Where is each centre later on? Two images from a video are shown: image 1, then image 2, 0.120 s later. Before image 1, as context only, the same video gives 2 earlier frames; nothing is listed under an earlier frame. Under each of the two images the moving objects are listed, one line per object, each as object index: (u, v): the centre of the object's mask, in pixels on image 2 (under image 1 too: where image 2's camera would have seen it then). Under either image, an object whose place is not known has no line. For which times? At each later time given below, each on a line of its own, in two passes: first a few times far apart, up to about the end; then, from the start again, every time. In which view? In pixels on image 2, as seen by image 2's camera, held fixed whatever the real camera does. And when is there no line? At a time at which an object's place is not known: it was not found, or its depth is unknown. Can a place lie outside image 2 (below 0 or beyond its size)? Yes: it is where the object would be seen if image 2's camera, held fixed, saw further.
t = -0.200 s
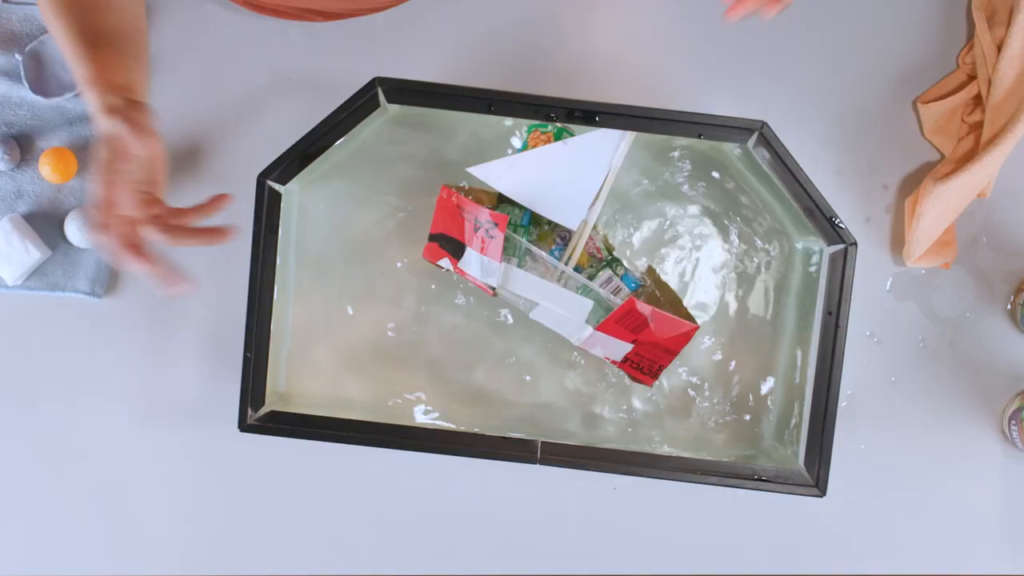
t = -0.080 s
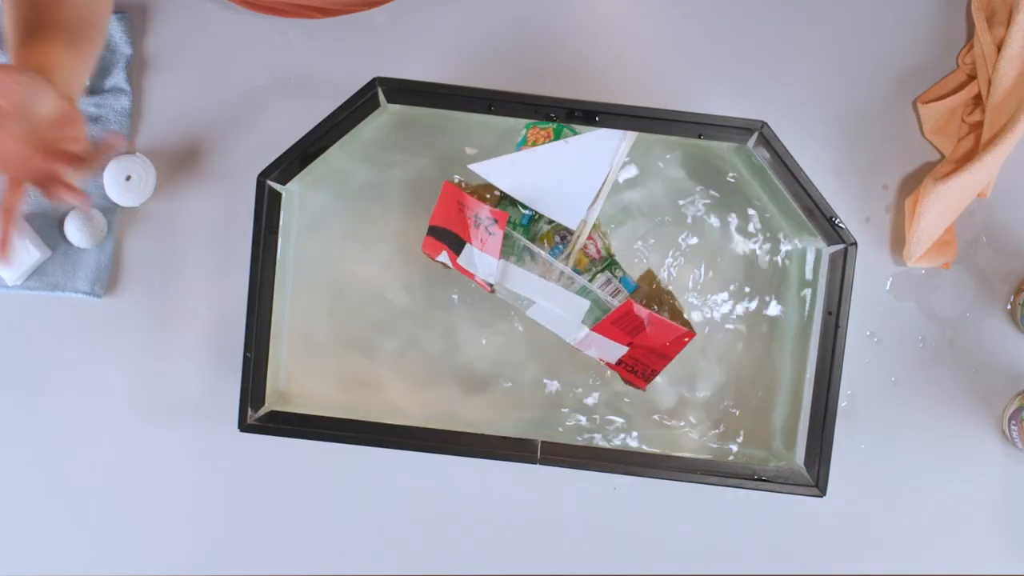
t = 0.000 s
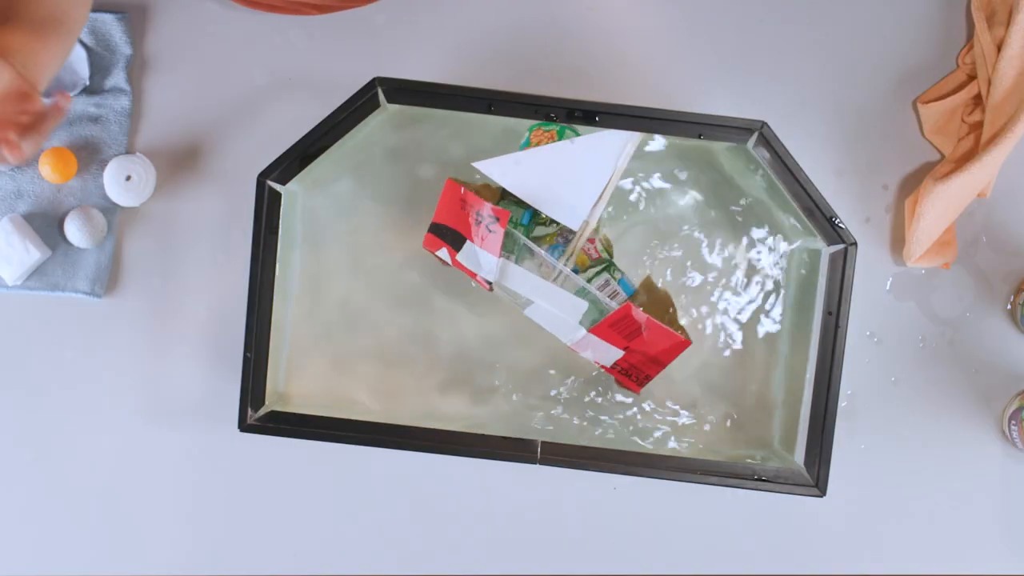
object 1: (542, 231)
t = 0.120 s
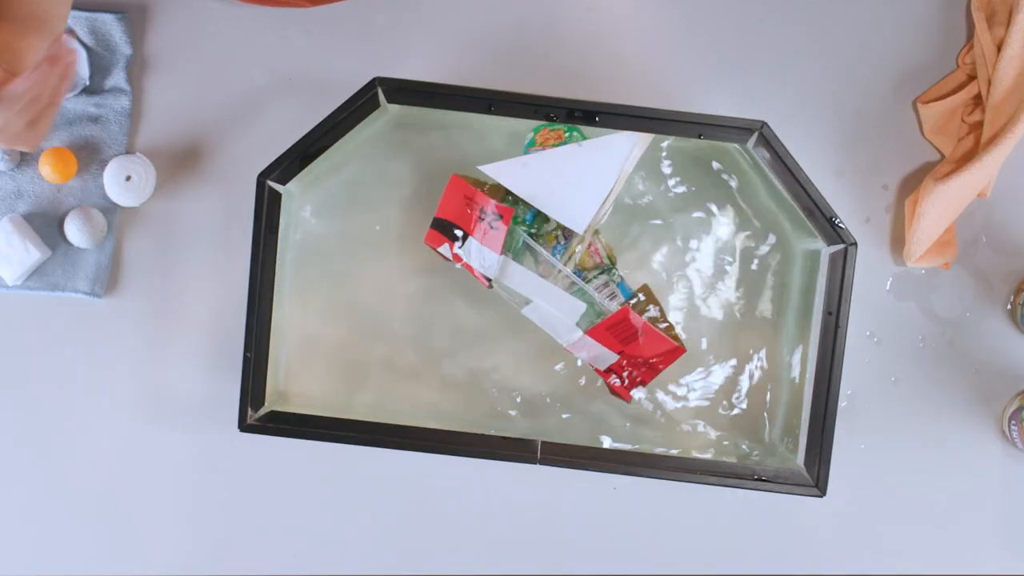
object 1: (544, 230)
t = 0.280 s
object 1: (546, 230)
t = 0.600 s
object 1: (546, 235)
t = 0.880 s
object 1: (539, 237)
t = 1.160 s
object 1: (539, 238)
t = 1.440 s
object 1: (543, 242)
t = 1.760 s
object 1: (545, 240)
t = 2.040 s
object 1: (546, 239)
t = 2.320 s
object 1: (547, 240)
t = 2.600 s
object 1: (546, 240)
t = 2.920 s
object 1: (547, 240)
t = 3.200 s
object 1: (547, 240)
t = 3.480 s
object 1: (549, 241)
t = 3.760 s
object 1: (548, 241)
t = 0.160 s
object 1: (545, 230)
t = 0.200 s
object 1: (546, 231)
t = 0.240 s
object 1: (546, 231)
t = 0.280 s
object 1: (546, 230)
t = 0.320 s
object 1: (545, 231)
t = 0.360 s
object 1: (546, 231)
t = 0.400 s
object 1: (547, 231)
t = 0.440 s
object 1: (547, 234)
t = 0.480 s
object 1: (548, 234)
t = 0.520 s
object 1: (548, 234)
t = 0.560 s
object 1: (546, 233)
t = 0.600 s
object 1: (546, 235)
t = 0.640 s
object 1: (545, 238)
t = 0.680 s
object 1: (545, 238)
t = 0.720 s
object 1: (543, 239)
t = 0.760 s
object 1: (541, 237)
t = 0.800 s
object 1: (539, 234)
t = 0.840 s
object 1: (539, 237)
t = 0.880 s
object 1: (539, 237)
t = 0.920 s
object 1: (540, 239)
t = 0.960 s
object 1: (539, 237)
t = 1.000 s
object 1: (540, 239)
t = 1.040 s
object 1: (540, 239)
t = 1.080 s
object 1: (542, 244)
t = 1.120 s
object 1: (541, 241)
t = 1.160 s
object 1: (539, 238)
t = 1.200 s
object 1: (540, 239)
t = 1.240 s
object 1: (540, 240)
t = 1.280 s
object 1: (542, 242)
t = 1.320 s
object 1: (545, 244)
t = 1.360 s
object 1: (546, 245)
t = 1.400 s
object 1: (545, 244)
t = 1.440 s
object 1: (543, 242)
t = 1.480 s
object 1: (544, 243)
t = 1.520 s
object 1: (545, 243)
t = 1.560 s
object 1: (546, 243)
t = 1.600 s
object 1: (547, 241)
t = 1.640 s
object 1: (547, 243)
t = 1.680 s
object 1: (547, 242)
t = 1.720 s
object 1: (546, 241)
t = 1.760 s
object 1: (545, 240)
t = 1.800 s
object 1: (545, 240)
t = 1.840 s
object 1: (545, 239)
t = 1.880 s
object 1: (546, 240)
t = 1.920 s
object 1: (546, 240)
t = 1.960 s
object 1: (546, 240)
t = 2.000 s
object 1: (547, 240)
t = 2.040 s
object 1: (546, 239)
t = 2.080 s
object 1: (546, 240)
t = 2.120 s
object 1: (545, 239)
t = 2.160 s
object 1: (546, 240)
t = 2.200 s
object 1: (547, 239)
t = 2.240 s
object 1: (547, 239)
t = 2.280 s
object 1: (547, 239)
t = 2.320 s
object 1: (547, 240)
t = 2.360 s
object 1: (546, 241)
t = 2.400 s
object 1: (543, 241)
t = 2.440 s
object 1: (543, 240)
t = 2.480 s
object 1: (544, 239)
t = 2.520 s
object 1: (545, 240)
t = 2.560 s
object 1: (546, 239)
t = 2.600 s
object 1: (546, 240)
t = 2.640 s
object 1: (545, 240)
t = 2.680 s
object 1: (545, 241)
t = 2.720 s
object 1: (545, 241)
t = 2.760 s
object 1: (546, 243)
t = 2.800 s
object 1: (546, 241)
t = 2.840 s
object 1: (546, 241)
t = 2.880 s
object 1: (552, 246)
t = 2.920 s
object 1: (547, 240)
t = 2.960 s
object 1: (547, 240)
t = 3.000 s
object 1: (546, 240)
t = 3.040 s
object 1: (546, 241)
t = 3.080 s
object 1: (546, 241)
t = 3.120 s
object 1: (547, 241)
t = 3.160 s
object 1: (547, 240)
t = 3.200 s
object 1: (547, 240)
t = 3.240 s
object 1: (548, 240)
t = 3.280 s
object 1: (548, 239)
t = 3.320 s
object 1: (547, 240)
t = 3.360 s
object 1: (546, 240)
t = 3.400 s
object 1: (548, 242)
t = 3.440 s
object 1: (547, 241)
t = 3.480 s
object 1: (549, 241)
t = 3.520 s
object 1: (549, 240)
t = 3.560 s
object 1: (548, 239)
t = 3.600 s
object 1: (547, 240)
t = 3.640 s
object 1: (547, 241)
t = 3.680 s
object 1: (547, 241)
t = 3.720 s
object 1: (548, 241)
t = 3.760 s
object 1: (548, 241)
